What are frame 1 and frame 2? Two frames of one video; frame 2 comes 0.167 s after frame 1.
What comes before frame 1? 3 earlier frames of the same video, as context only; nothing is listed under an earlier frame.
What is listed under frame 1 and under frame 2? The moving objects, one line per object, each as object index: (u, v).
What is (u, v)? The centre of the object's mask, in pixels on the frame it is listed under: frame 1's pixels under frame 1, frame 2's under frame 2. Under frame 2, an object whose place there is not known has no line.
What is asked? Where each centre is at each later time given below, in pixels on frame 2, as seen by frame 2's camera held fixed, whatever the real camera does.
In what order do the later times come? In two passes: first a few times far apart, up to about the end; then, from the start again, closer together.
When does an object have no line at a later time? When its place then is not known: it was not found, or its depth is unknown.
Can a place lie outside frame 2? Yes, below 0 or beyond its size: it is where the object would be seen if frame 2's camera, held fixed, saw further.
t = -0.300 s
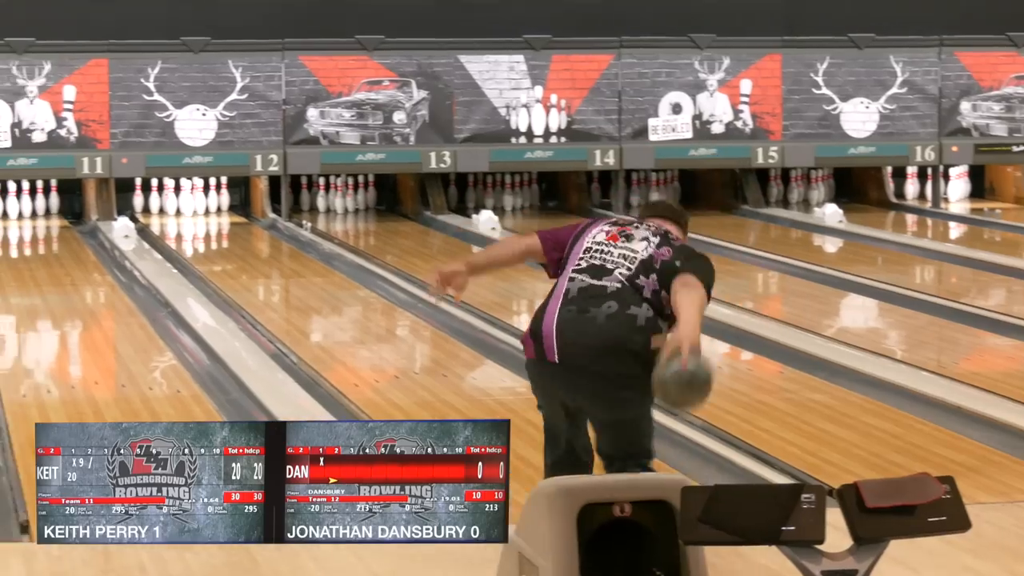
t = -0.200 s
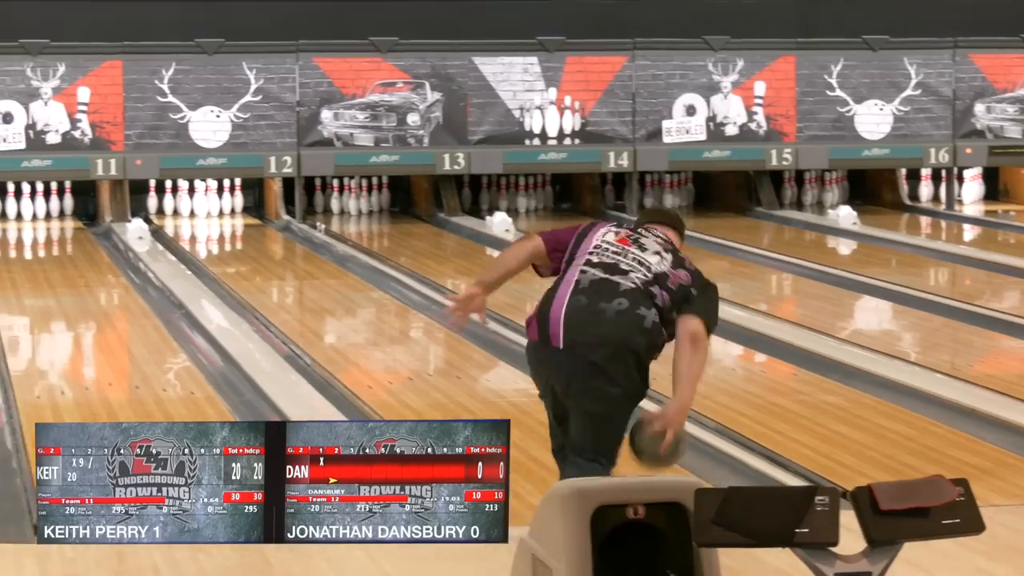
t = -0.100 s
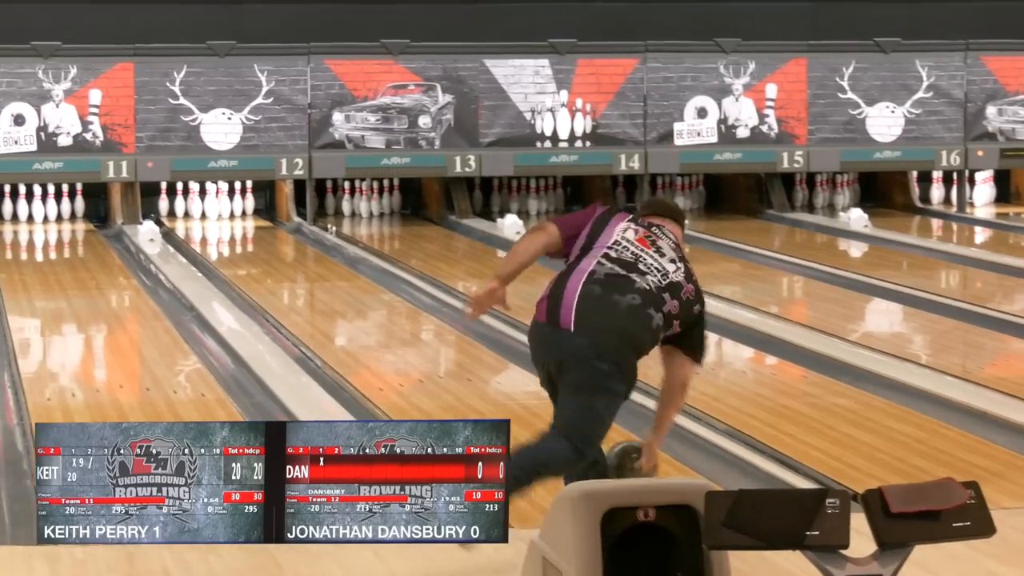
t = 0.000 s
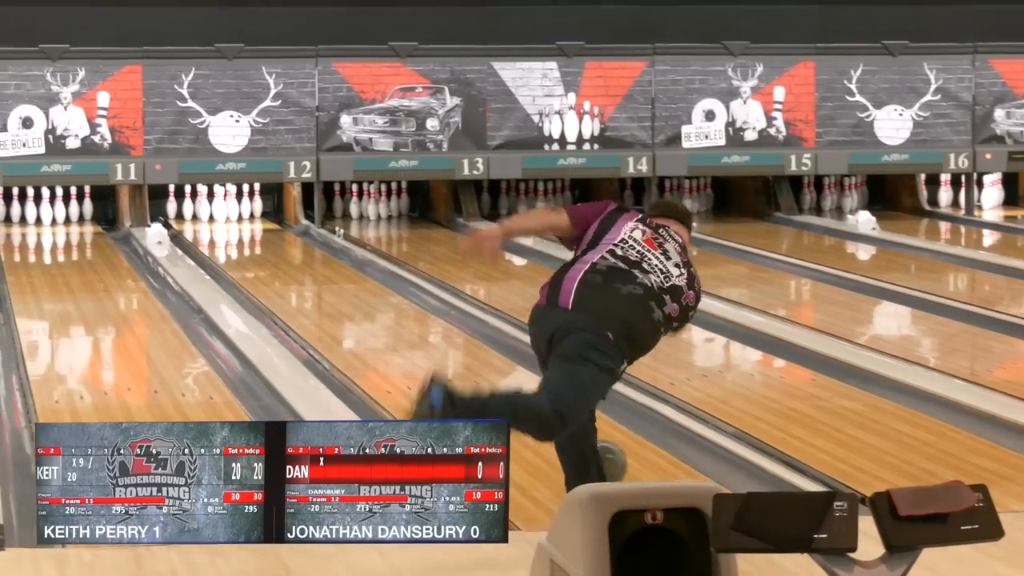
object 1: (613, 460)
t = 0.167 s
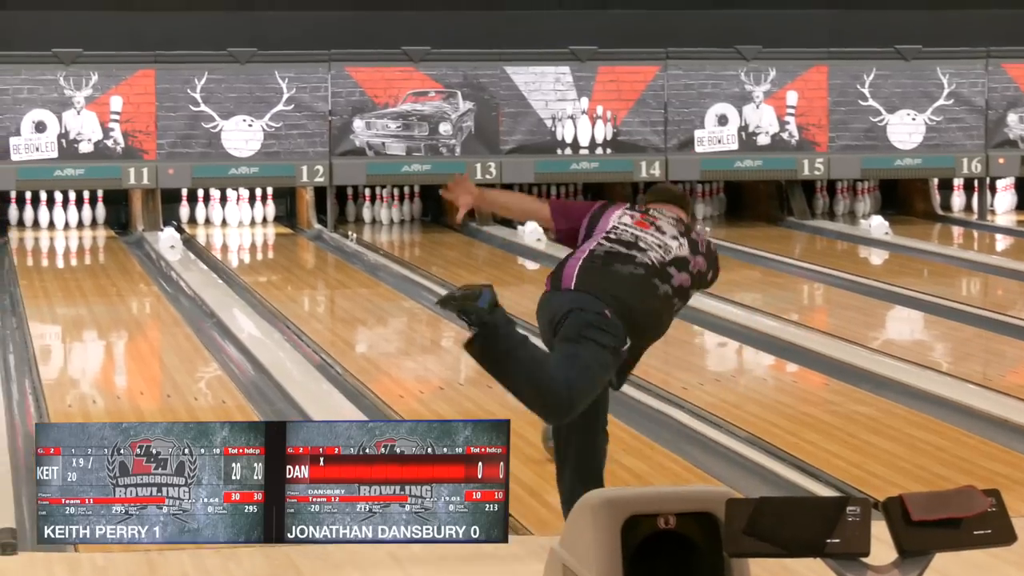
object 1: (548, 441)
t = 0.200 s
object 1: (543, 433)
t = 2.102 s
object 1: (292, 234)
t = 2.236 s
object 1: (275, 228)
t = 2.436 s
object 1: (249, 220)
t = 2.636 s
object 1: (242, 214)
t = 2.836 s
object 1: (243, 211)
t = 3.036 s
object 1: (240, 213)
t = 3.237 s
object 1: (243, 215)
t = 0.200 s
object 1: (543, 433)
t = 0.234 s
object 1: (538, 427)
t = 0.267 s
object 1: (532, 422)
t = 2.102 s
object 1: (292, 234)
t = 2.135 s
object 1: (288, 233)
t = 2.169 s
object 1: (283, 231)
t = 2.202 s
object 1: (279, 230)
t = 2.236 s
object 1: (275, 228)
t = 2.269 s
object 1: (270, 227)
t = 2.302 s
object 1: (266, 225)
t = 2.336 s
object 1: (262, 224)
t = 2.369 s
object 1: (257, 223)
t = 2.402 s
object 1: (253, 221)
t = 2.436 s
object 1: (249, 220)
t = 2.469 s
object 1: (245, 219)
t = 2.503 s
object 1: (244, 217)
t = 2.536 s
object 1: (244, 217)
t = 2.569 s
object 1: (244, 215)
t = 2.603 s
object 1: (242, 216)
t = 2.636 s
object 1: (242, 214)
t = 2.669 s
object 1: (242, 212)
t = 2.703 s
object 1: (241, 212)
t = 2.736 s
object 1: (242, 211)
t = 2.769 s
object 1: (243, 211)
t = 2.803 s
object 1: (242, 210)
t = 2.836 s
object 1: (243, 211)
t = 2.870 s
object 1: (241, 211)
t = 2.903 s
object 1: (241, 211)
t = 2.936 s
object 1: (244, 210)
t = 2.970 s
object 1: (243, 216)
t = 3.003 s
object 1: (240, 212)
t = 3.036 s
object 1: (240, 213)
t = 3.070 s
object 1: (241, 213)
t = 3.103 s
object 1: (242, 214)
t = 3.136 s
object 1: (242, 215)
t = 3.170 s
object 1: (242, 215)
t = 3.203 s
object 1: (243, 215)
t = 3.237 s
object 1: (243, 215)
